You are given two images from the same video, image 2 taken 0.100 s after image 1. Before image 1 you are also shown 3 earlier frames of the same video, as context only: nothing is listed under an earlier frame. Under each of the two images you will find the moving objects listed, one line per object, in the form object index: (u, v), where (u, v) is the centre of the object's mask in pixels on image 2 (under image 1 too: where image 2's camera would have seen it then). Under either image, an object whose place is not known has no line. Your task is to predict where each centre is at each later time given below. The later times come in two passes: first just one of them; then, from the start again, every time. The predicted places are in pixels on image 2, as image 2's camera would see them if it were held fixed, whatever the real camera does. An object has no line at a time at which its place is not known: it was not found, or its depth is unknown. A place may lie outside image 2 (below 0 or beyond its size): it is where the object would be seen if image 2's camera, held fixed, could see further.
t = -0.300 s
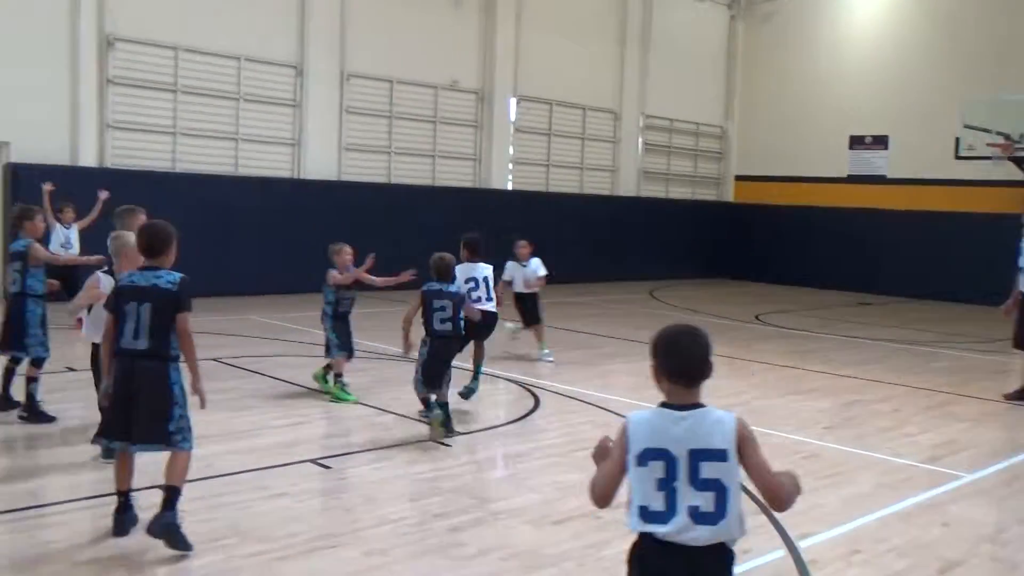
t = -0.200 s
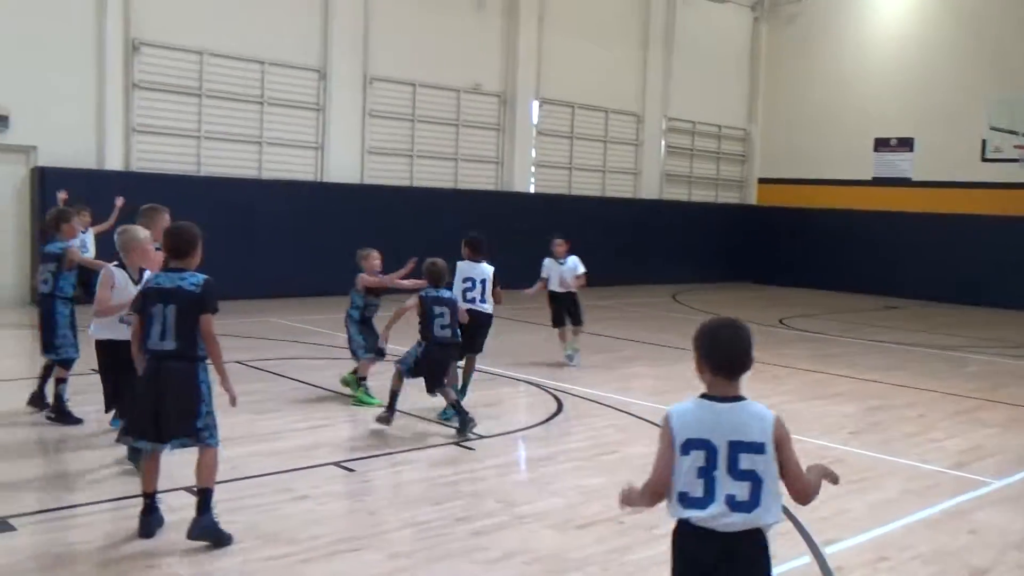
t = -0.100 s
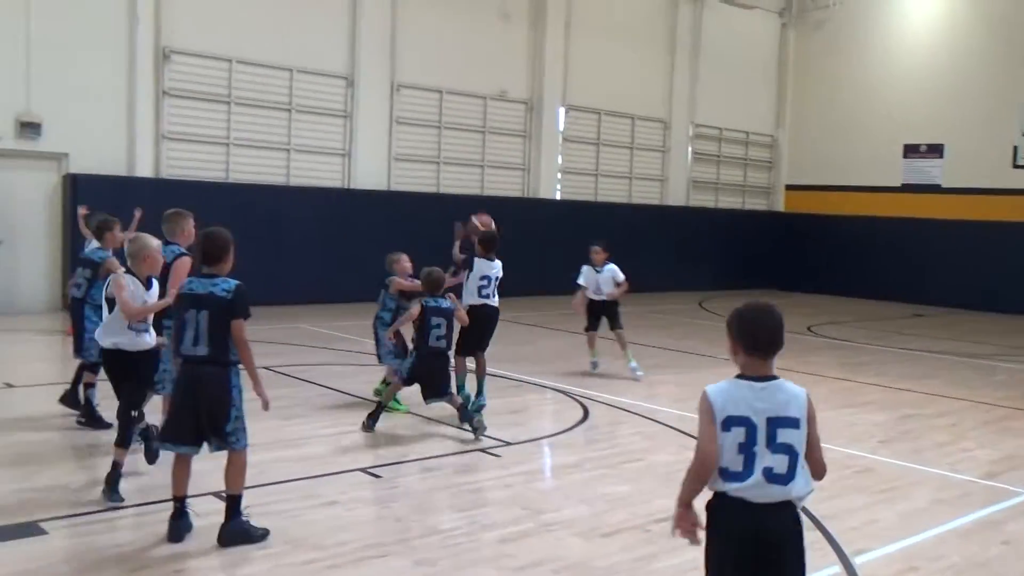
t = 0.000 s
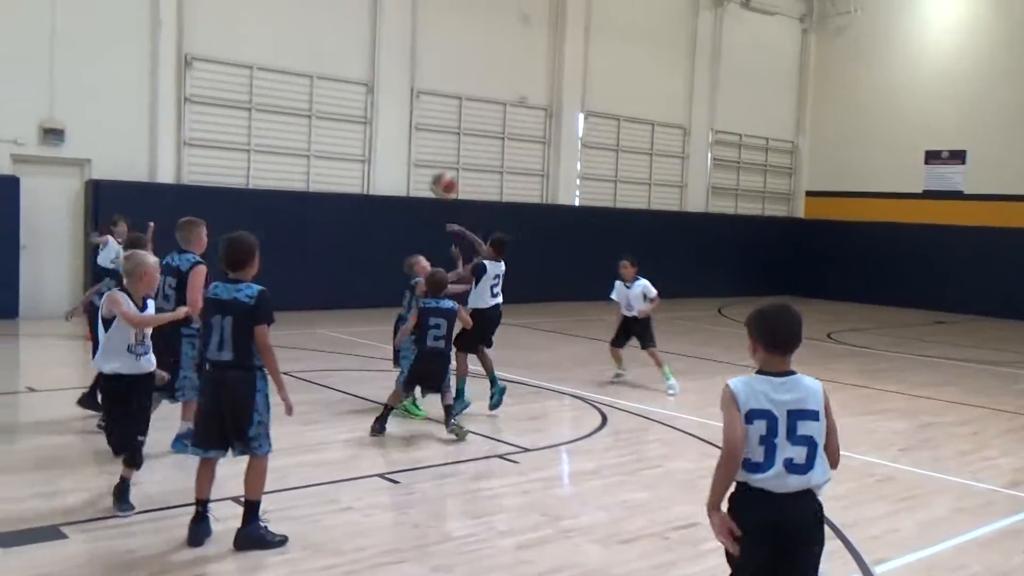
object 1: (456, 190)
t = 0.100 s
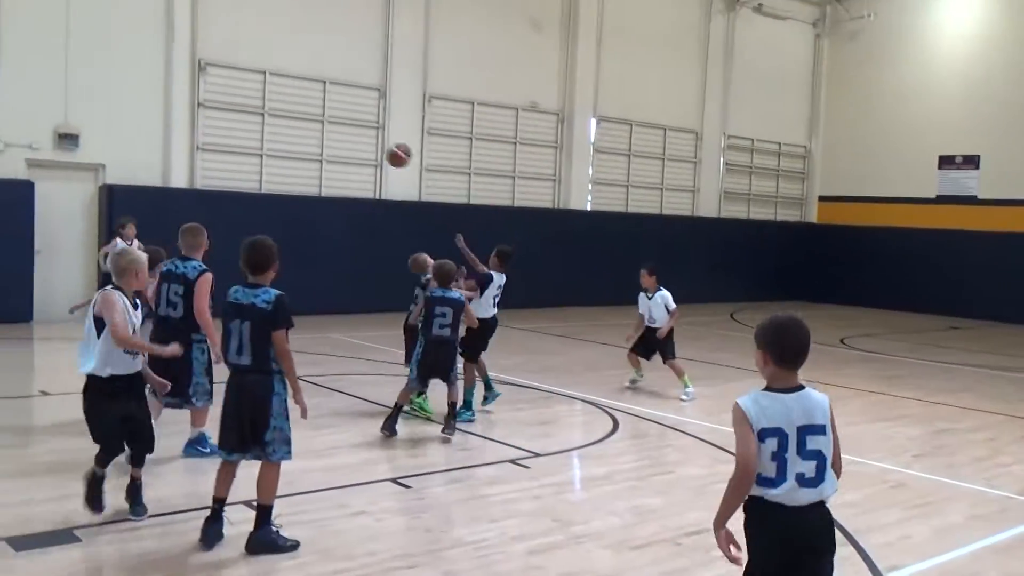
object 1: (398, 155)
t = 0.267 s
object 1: (312, 125)
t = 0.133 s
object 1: (380, 147)
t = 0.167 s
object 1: (362, 139)
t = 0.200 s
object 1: (345, 133)
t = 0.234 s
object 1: (328, 129)
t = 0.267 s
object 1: (312, 125)
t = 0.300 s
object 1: (297, 122)
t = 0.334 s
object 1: (282, 119)
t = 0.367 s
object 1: (267, 120)
